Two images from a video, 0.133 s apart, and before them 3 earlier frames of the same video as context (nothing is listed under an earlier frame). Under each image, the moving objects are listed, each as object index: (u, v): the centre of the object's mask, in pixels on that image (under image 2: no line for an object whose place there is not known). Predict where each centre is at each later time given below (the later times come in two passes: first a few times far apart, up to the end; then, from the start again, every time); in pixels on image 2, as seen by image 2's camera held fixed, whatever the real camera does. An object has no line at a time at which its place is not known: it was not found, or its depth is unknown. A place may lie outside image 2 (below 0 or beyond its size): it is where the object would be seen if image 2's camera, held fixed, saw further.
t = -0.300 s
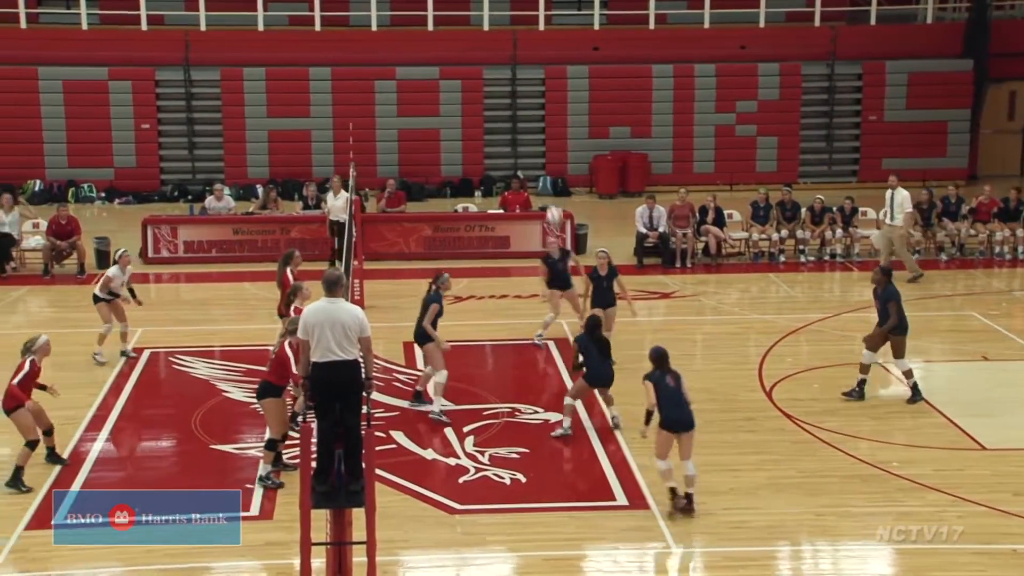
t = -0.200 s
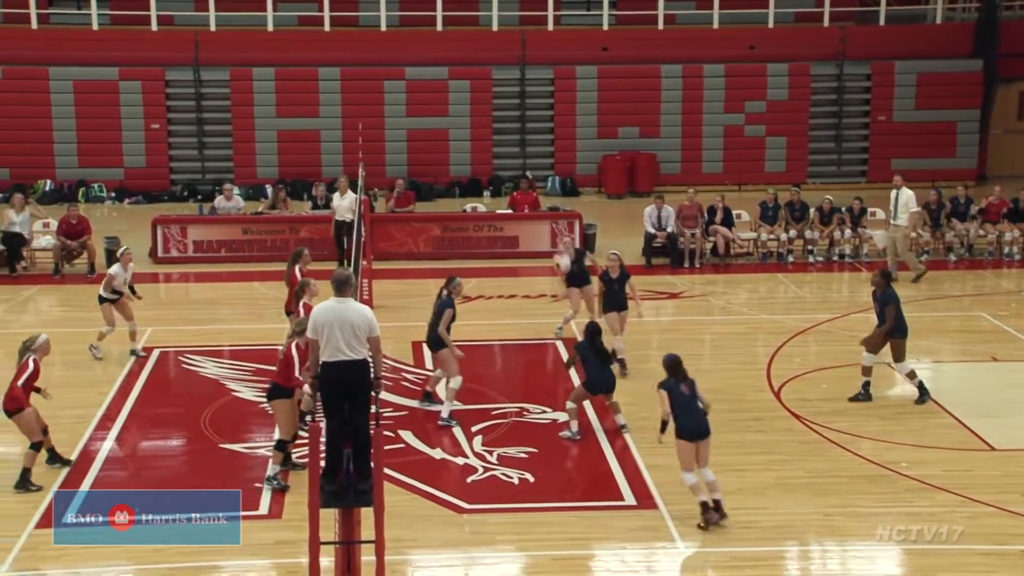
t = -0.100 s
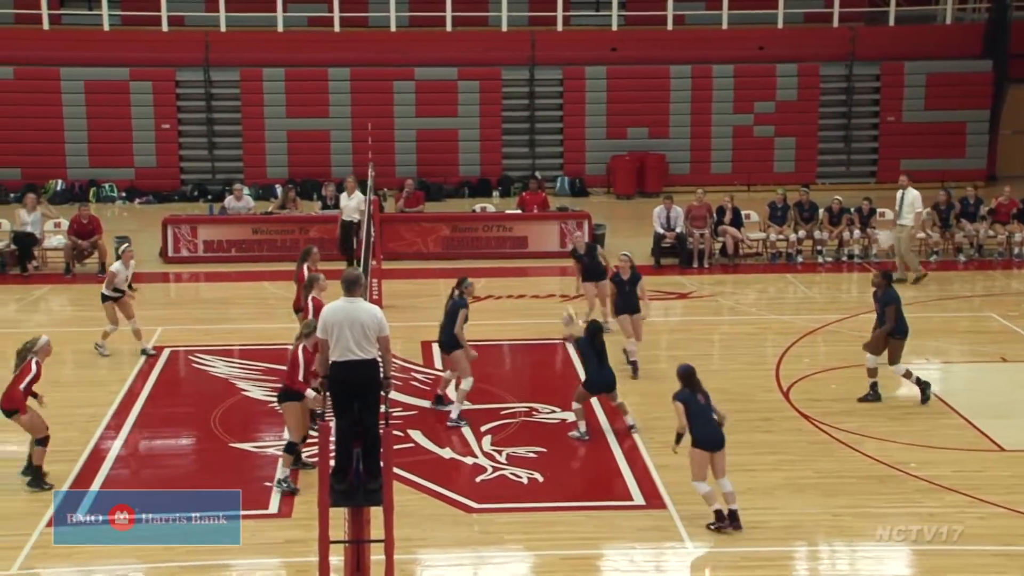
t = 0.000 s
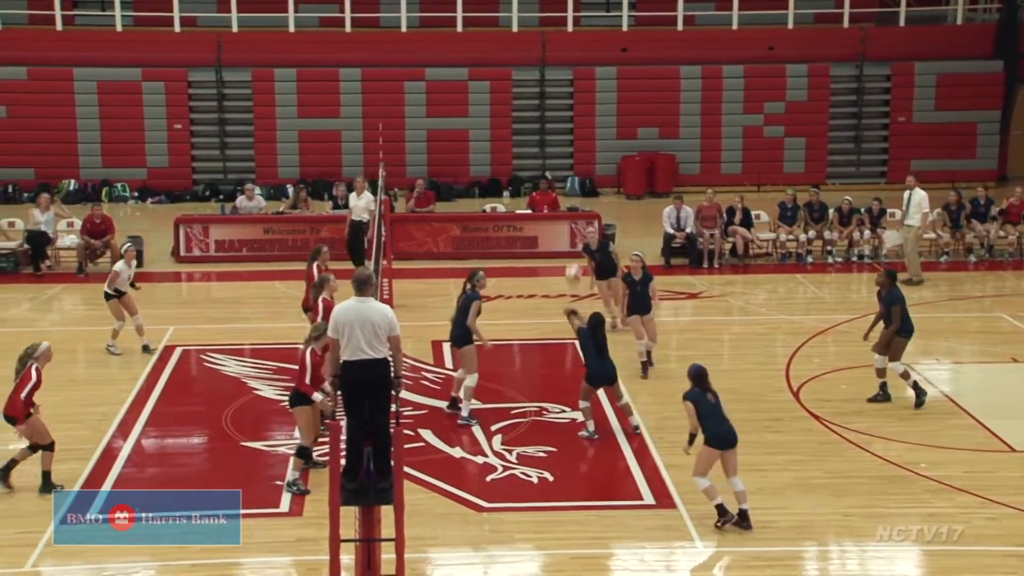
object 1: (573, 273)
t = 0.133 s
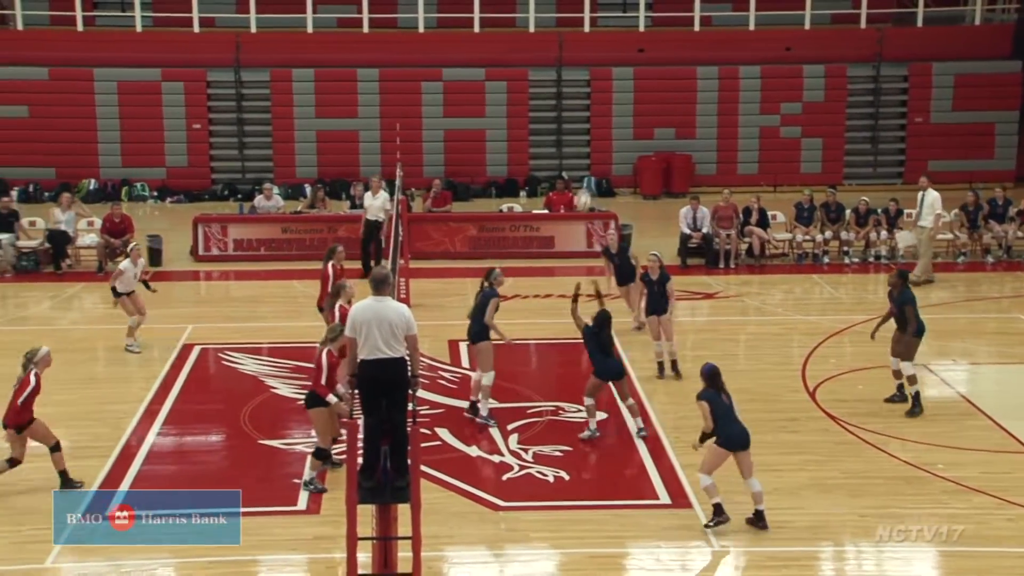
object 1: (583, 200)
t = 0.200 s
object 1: (581, 169)
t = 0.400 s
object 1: (574, 97)
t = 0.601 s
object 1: (567, 60)
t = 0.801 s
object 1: (559, 59)
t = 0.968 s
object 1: (553, 87)
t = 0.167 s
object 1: (582, 185)
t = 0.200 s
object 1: (581, 169)
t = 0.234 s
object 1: (580, 155)
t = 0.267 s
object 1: (580, 141)
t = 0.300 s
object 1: (578, 128)
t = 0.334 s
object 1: (577, 117)
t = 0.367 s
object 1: (576, 107)
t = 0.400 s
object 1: (574, 97)
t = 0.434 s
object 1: (573, 88)
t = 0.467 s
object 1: (572, 81)
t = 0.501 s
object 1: (570, 75)
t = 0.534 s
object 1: (569, 69)
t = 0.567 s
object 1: (568, 64)
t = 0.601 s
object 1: (567, 60)
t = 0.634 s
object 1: (565, 57)
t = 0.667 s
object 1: (564, 57)
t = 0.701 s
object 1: (564, 56)
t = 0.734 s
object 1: (562, 55)
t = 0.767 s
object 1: (561, 57)
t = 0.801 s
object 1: (559, 59)
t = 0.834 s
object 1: (558, 63)
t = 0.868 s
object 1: (557, 67)
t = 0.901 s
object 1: (556, 73)
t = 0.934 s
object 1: (554, 80)
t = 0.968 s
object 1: (553, 87)
